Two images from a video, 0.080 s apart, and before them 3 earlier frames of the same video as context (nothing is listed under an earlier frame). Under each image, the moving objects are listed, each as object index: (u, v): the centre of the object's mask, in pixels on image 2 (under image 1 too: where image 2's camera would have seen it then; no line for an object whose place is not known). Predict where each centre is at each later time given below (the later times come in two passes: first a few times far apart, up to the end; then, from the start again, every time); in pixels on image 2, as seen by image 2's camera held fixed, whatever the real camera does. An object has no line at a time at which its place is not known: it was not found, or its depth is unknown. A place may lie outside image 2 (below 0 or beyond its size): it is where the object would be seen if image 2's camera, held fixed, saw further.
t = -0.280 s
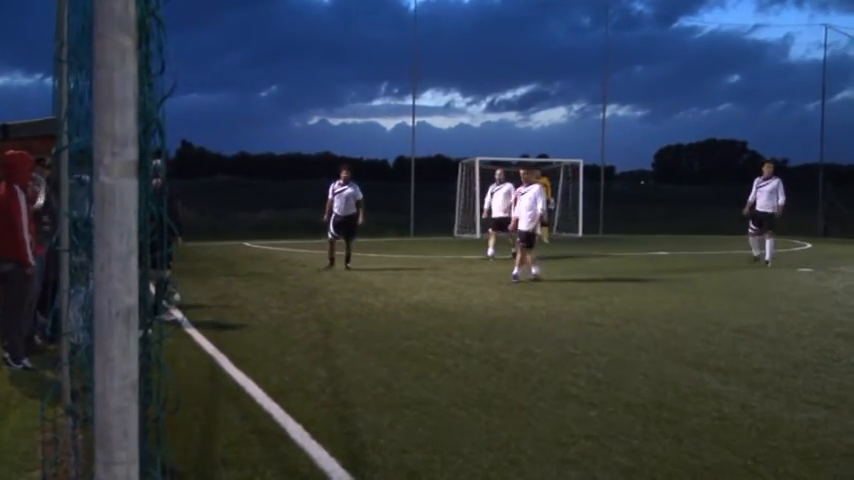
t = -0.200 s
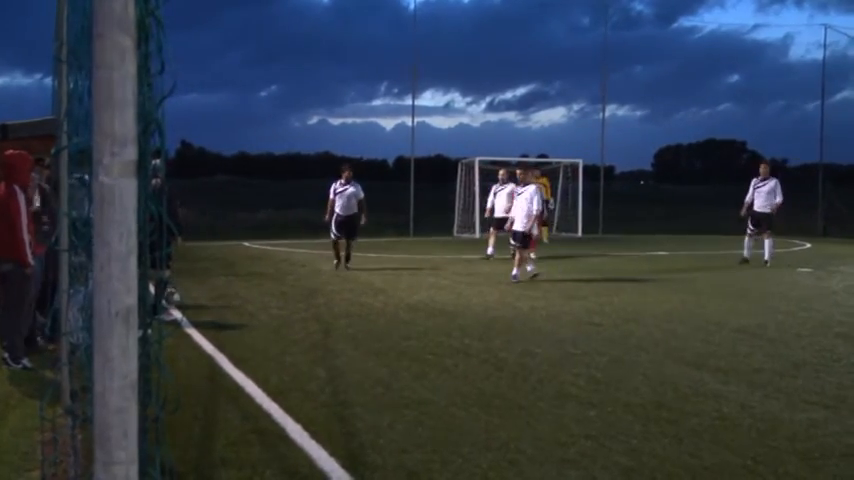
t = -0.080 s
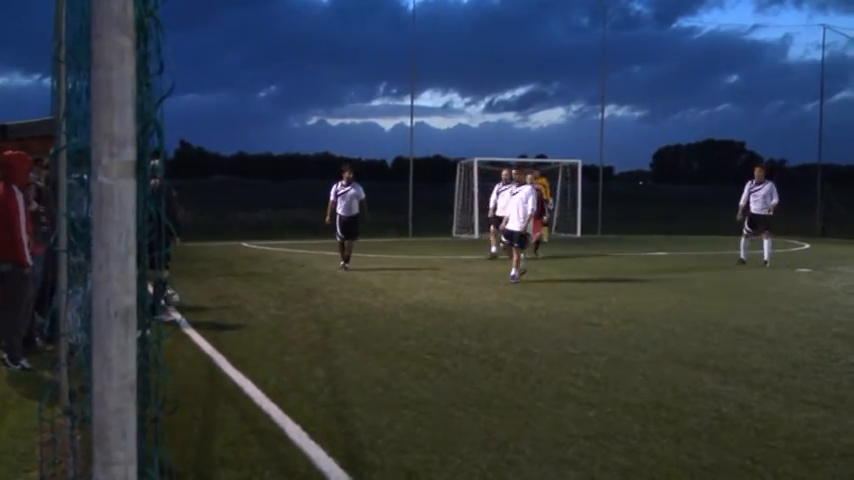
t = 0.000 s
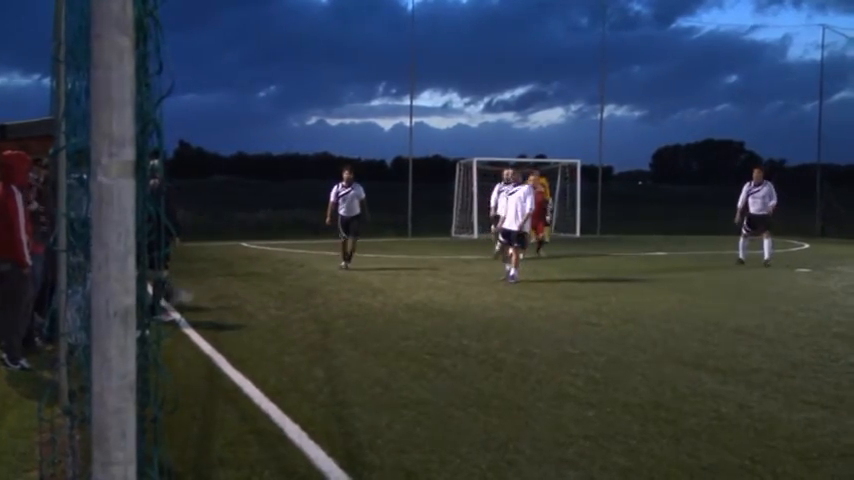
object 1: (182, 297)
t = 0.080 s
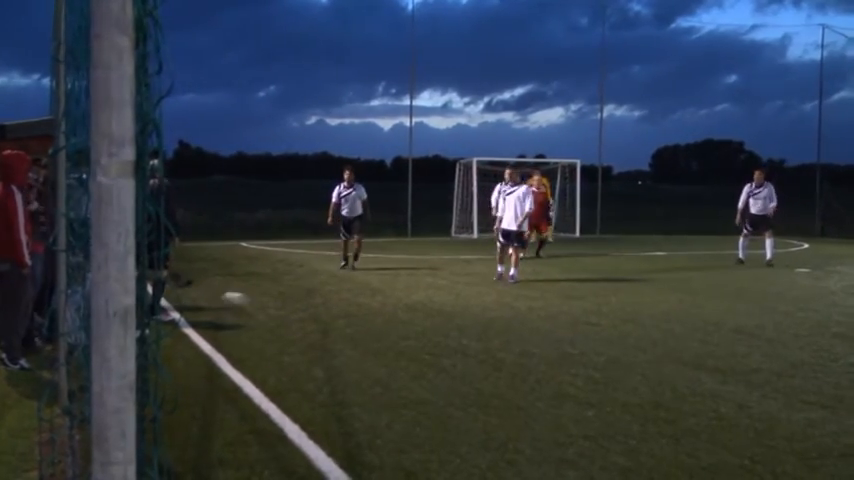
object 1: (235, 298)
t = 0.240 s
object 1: (356, 313)
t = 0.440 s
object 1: (527, 333)
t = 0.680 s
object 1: (749, 359)
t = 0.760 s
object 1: (827, 370)
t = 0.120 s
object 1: (264, 303)
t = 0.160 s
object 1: (294, 309)
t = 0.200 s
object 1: (325, 310)
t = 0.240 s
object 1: (356, 313)
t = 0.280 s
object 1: (388, 318)
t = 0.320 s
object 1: (421, 321)
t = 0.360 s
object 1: (455, 323)
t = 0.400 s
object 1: (488, 329)
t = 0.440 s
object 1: (527, 333)
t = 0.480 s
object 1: (563, 336)
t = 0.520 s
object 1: (600, 341)
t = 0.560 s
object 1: (637, 347)
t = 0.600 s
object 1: (675, 350)
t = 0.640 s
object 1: (714, 357)
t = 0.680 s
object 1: (749, 359)
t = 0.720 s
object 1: (786, 362)
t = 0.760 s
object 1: (827, 370)
